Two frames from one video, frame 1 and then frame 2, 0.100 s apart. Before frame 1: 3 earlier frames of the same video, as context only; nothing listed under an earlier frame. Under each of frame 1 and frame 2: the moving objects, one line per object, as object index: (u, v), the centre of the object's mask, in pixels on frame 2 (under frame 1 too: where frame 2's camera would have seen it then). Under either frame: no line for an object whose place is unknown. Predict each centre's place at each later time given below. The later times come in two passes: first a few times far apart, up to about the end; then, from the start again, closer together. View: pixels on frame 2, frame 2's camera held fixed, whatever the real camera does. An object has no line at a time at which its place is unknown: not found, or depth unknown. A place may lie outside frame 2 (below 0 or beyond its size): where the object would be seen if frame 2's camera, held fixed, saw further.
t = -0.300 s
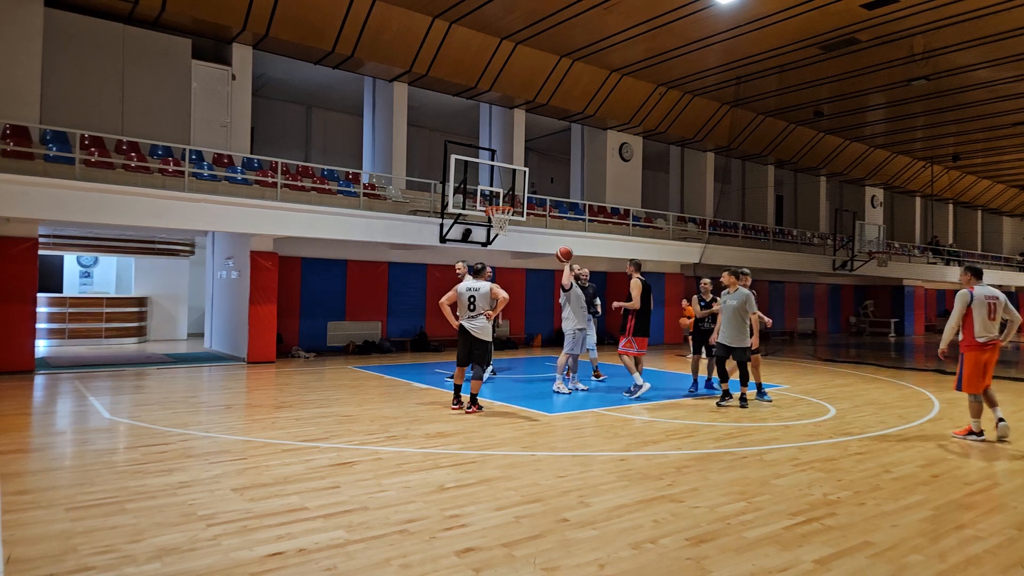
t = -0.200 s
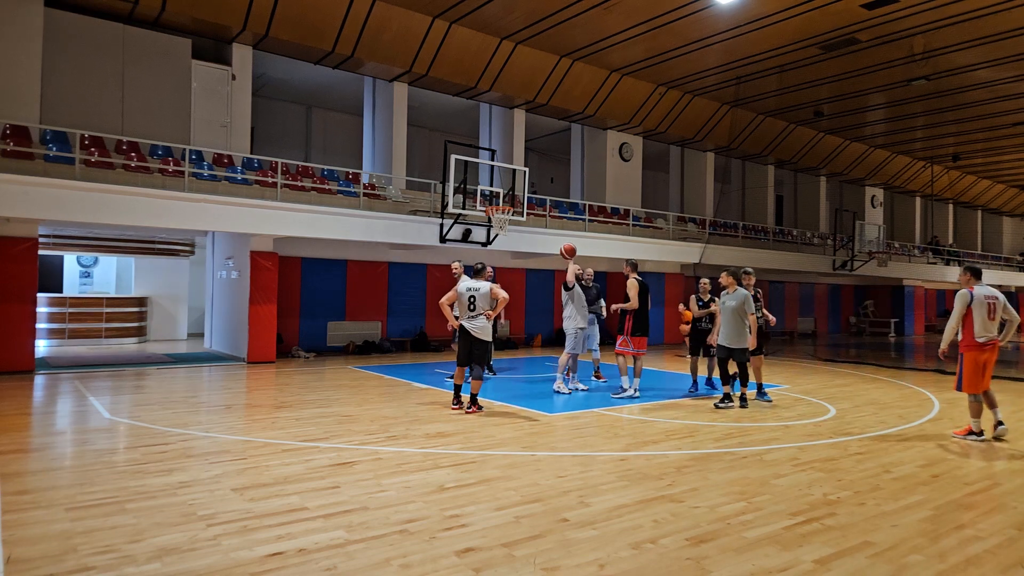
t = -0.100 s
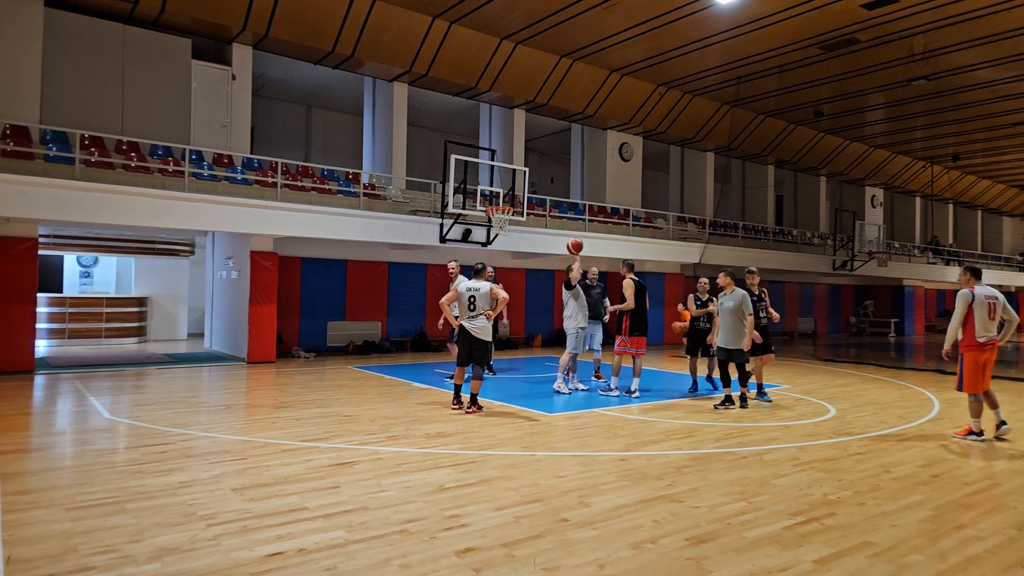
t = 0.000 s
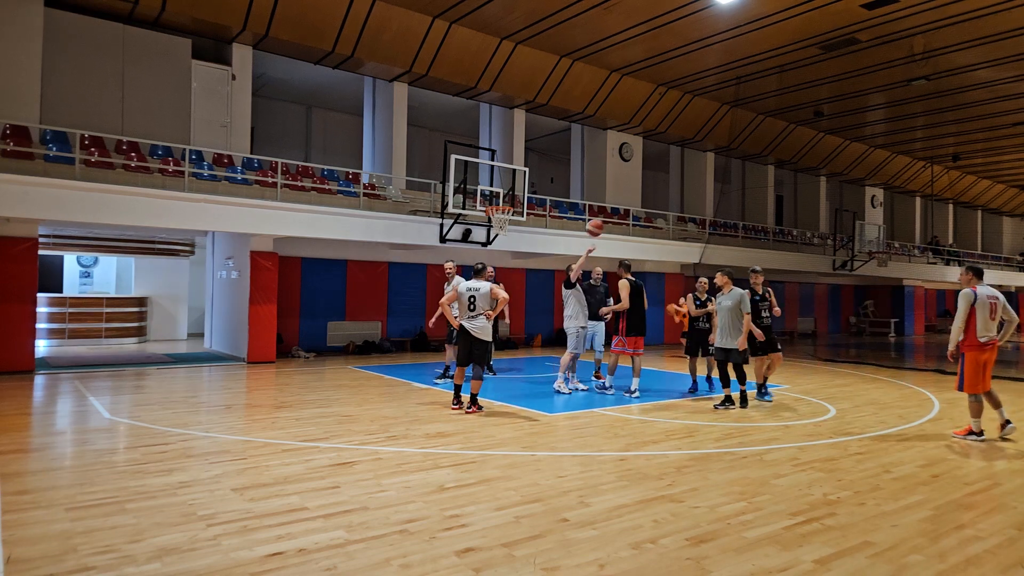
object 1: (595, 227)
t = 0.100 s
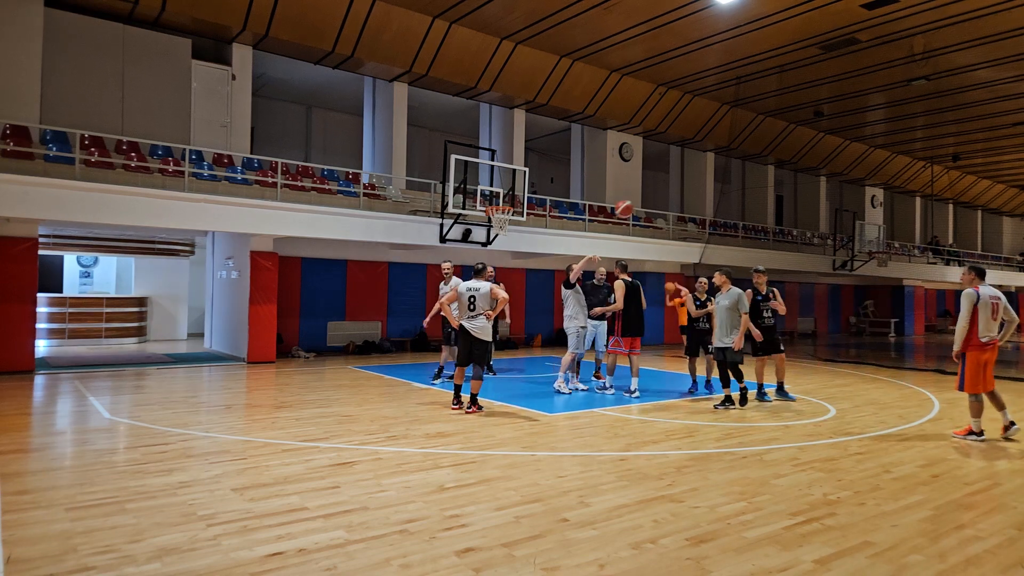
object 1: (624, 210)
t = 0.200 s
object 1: (654, 196)
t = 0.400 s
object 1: (722, 192)
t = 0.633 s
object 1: (810, 230)
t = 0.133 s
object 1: (634, 204)
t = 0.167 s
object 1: (645, 199)
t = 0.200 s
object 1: (654, 196)
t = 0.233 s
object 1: (665, 193)
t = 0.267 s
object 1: (676, 192)
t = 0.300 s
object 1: (687, 190)
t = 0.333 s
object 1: (698, 190)
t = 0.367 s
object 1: (710, 190)
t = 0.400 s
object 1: (722, 192)
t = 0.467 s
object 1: (745, 197)
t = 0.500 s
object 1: (757, 202)
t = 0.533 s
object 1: (770, 207)
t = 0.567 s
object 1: (783, 214)
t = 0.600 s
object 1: (796, 221)
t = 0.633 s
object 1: (810, 230)
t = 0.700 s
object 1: (838, 251)
